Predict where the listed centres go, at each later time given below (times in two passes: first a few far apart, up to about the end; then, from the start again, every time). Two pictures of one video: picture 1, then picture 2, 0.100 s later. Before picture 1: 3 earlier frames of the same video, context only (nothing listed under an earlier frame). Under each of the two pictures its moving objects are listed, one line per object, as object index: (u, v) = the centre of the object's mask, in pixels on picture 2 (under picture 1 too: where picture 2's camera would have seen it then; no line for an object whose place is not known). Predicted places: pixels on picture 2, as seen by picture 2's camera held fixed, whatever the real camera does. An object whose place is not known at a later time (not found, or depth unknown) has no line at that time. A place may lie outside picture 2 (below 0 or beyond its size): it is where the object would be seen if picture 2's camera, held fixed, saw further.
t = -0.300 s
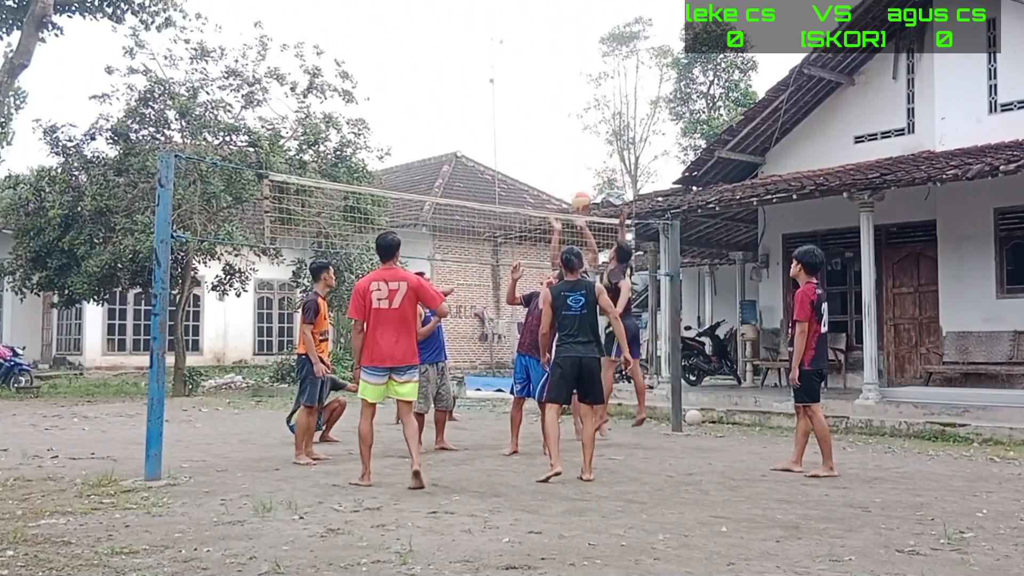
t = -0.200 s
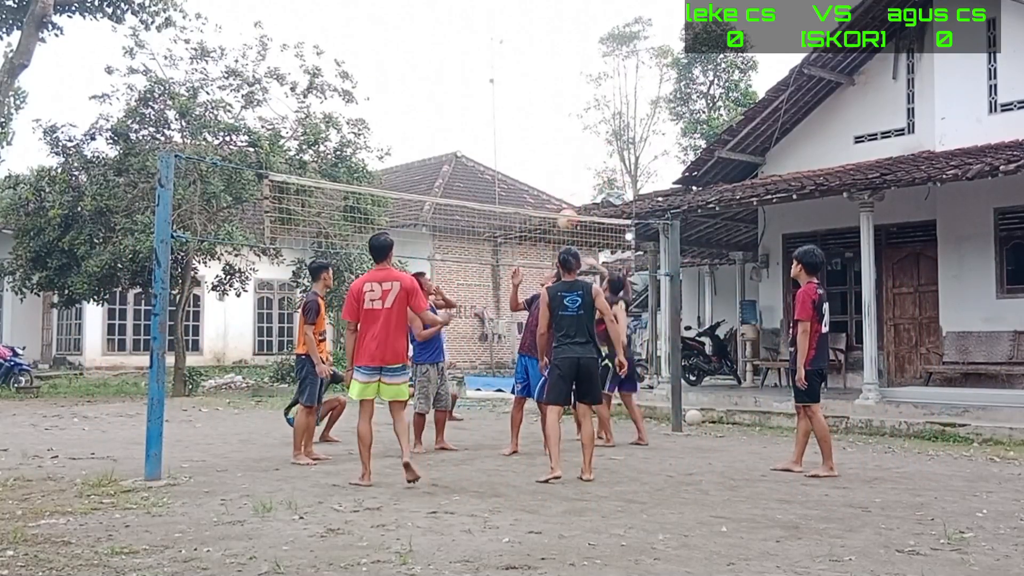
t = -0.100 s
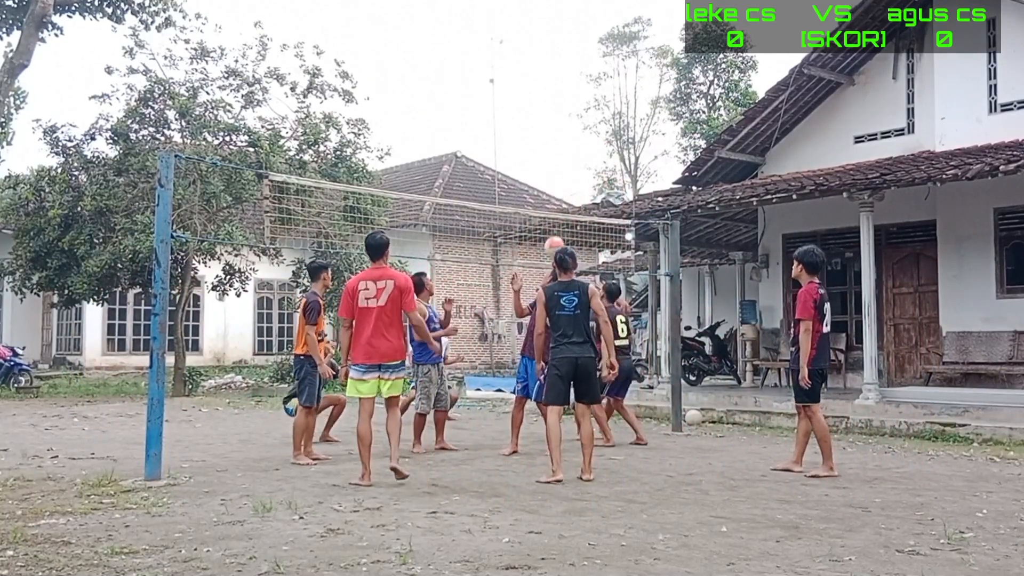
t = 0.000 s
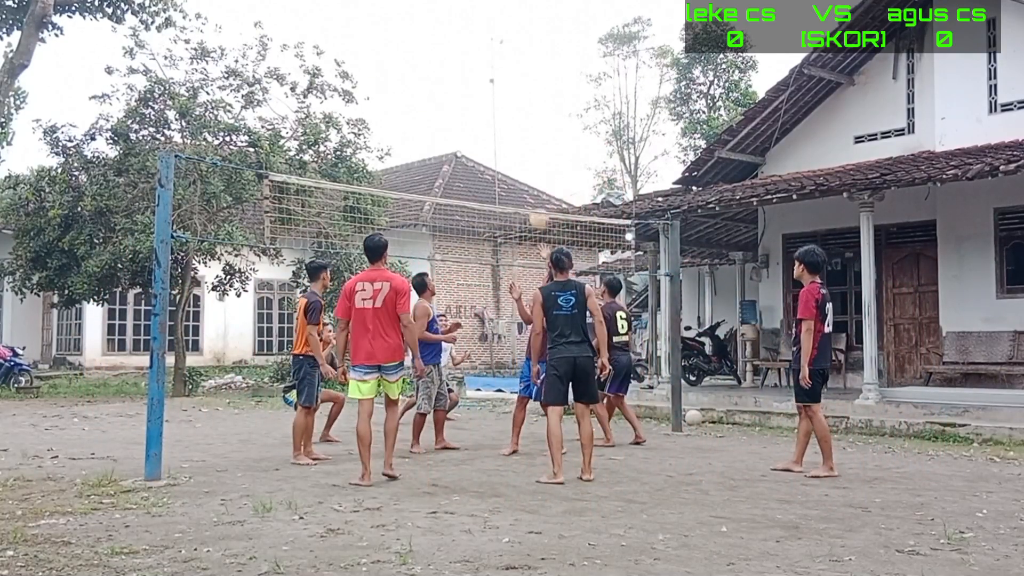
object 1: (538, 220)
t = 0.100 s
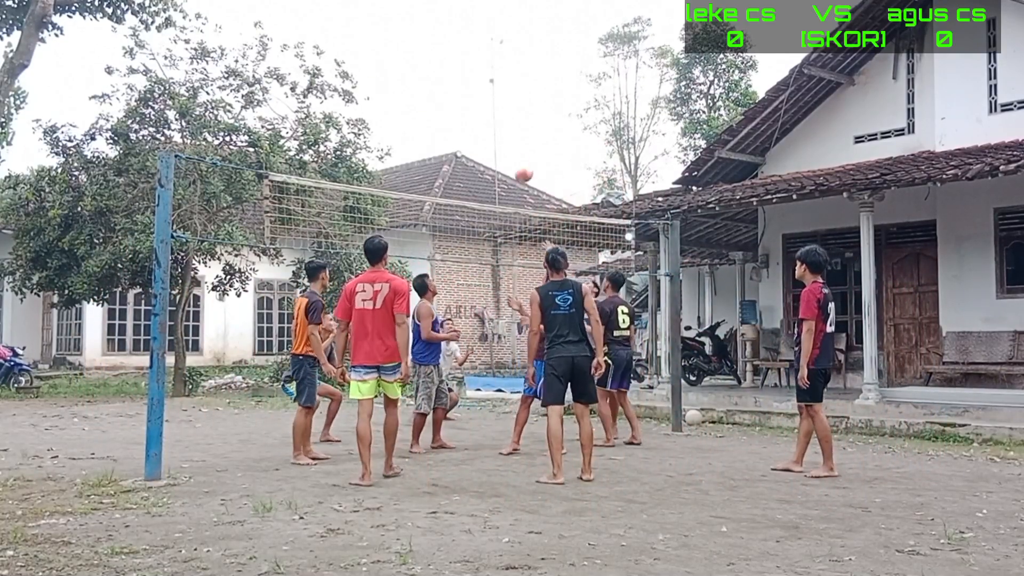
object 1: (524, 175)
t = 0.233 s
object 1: (503, 128)
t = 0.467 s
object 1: (469, 84)
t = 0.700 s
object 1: (432, 91)
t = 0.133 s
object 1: (519, 162)
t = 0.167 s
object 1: (514, 149)
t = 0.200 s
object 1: (509, 137)
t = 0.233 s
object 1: (503, 128)
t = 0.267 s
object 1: (498, 119)
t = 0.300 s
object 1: (493, 110)
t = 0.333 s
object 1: (489, 103)
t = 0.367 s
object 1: (484, 97)
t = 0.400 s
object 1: (479, 91)
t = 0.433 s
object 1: (474, 87)
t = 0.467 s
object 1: (469, 84)
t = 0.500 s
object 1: (464, 82)
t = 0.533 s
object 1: (459, 81)
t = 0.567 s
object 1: (453, 81)
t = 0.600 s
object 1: (448, 81)
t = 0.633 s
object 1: (443, 83)
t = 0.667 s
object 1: (438, 86)
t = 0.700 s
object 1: (432, 91)
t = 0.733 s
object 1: (427, 97)
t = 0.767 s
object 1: (421, 104)
